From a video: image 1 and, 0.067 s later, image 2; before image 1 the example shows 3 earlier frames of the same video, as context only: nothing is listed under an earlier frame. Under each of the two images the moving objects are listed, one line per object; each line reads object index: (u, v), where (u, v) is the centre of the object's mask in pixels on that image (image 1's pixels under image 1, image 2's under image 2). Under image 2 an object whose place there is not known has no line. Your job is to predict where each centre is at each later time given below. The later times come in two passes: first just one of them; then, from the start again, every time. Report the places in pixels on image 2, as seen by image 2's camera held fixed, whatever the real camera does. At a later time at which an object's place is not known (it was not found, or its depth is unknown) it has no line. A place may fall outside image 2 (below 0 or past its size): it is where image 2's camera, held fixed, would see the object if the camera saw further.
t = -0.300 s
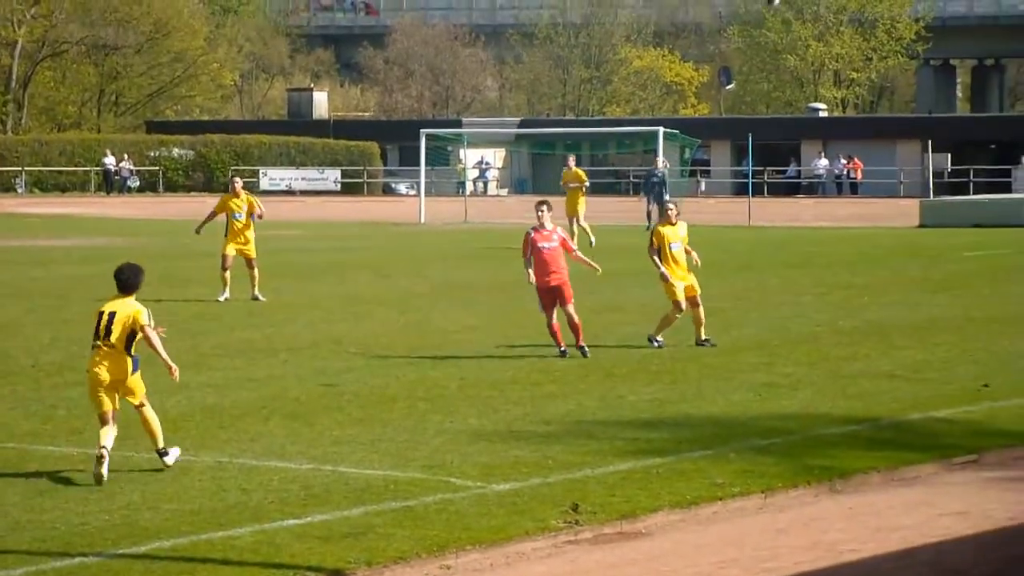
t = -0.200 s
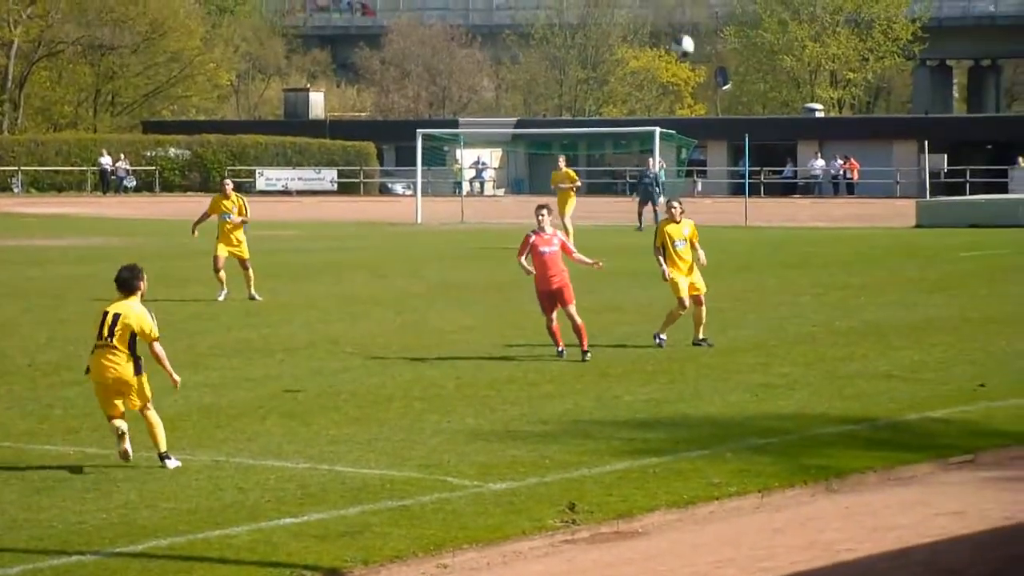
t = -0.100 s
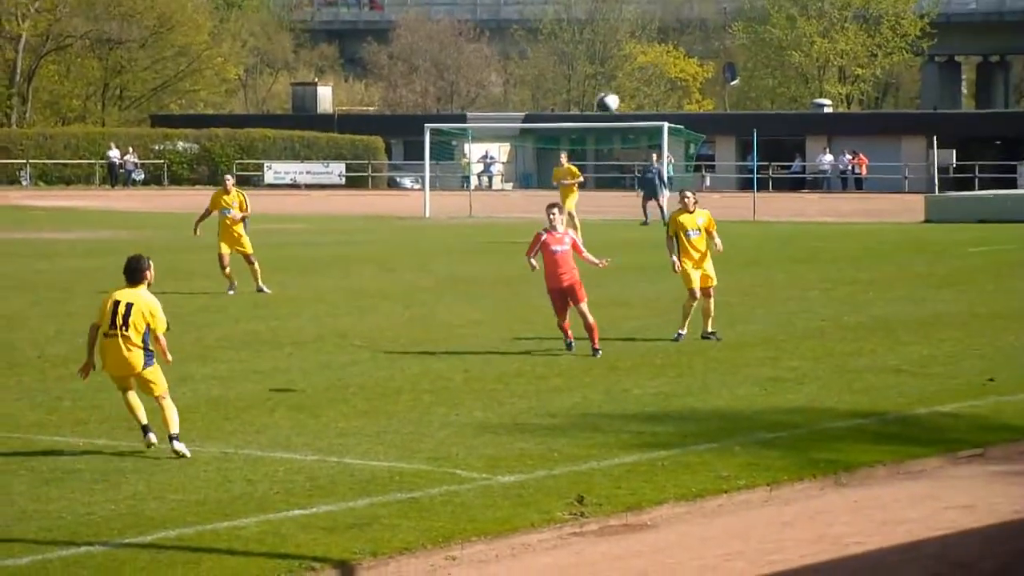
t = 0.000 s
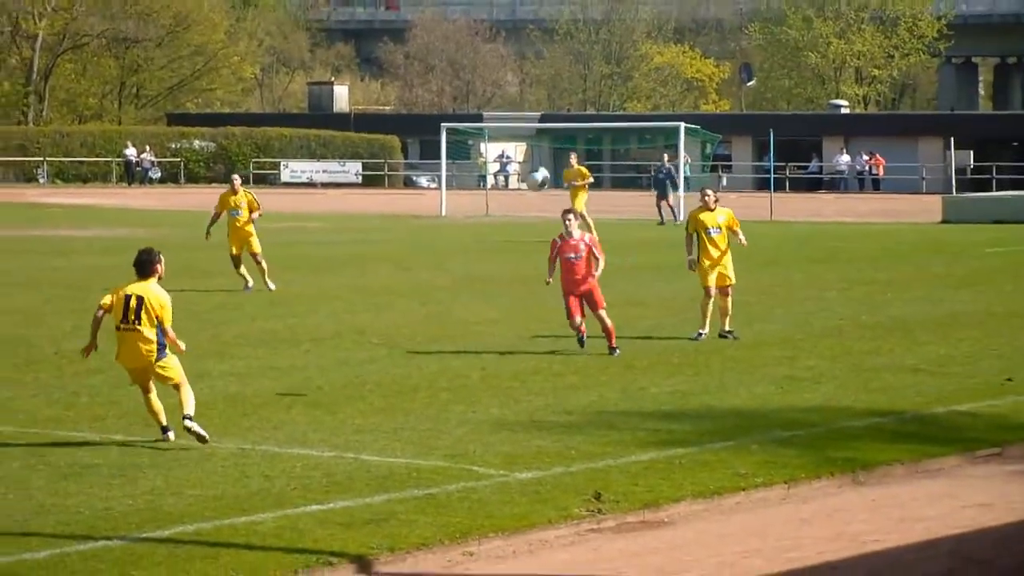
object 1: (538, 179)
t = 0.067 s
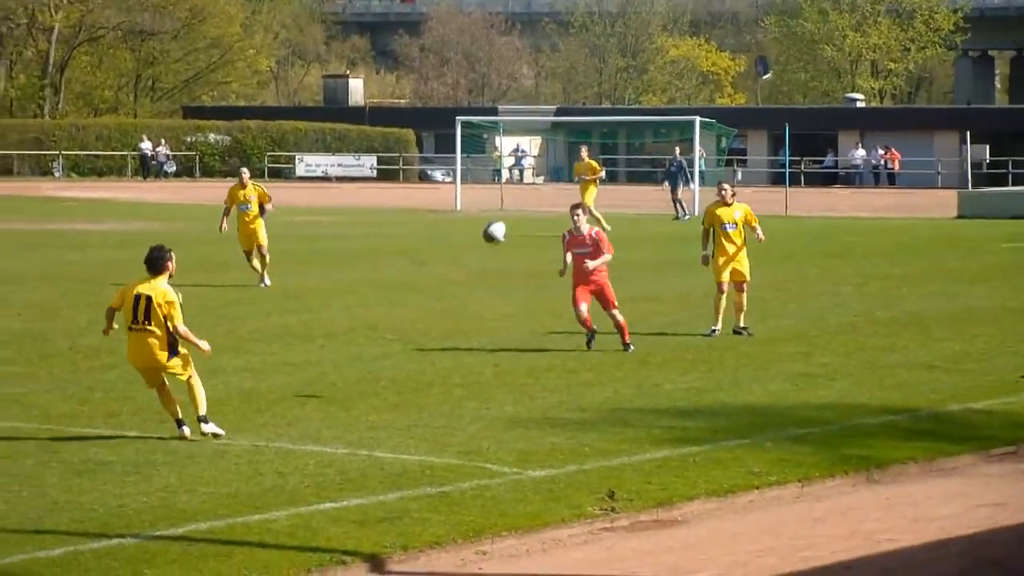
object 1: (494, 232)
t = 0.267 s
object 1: (331, 372)
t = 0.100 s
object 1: (465, 264)
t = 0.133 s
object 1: (435, 298)
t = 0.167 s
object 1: (406, 333)
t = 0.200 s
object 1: (377, 371)
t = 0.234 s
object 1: (349, 399)
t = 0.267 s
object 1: (331, 372)
